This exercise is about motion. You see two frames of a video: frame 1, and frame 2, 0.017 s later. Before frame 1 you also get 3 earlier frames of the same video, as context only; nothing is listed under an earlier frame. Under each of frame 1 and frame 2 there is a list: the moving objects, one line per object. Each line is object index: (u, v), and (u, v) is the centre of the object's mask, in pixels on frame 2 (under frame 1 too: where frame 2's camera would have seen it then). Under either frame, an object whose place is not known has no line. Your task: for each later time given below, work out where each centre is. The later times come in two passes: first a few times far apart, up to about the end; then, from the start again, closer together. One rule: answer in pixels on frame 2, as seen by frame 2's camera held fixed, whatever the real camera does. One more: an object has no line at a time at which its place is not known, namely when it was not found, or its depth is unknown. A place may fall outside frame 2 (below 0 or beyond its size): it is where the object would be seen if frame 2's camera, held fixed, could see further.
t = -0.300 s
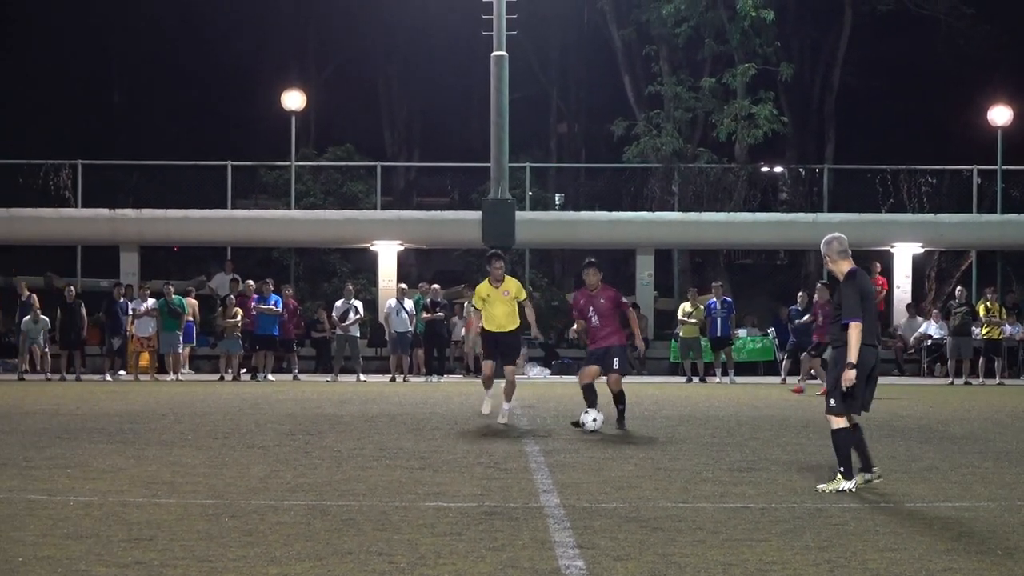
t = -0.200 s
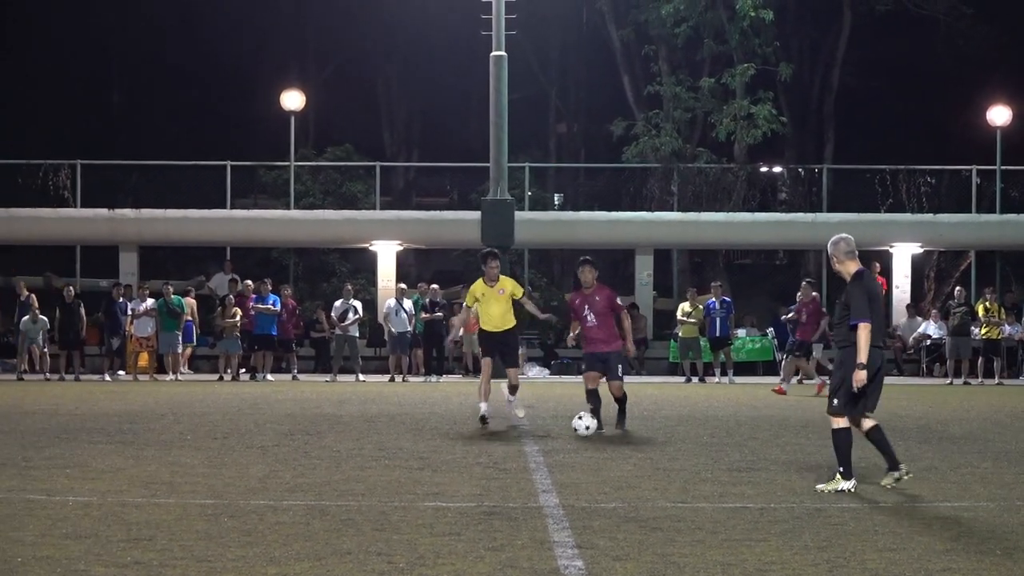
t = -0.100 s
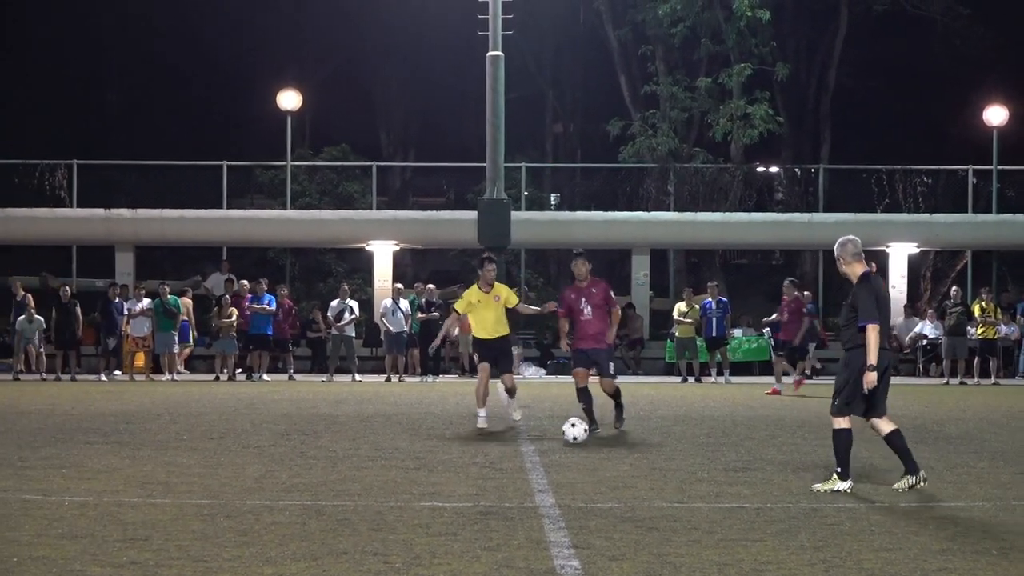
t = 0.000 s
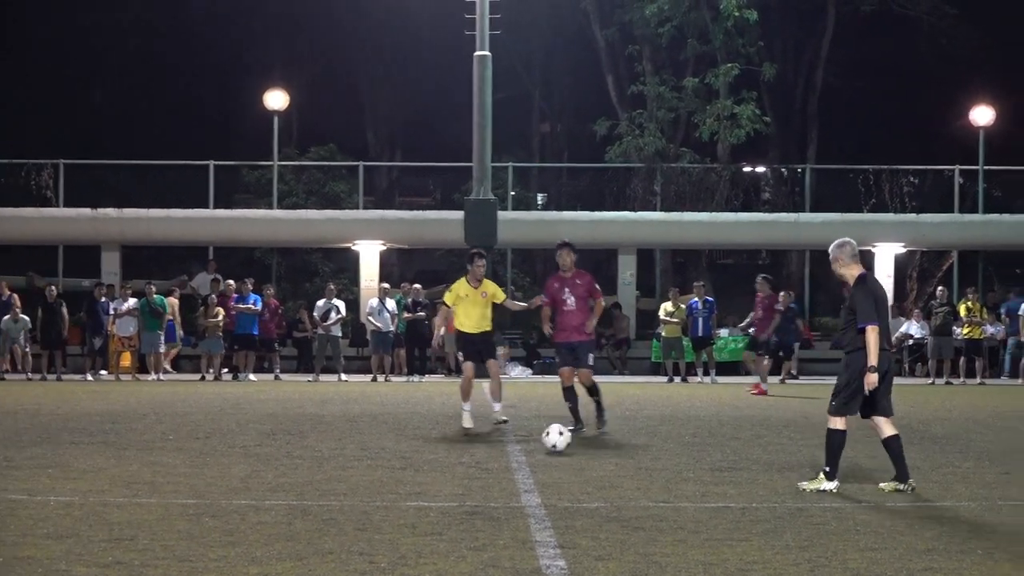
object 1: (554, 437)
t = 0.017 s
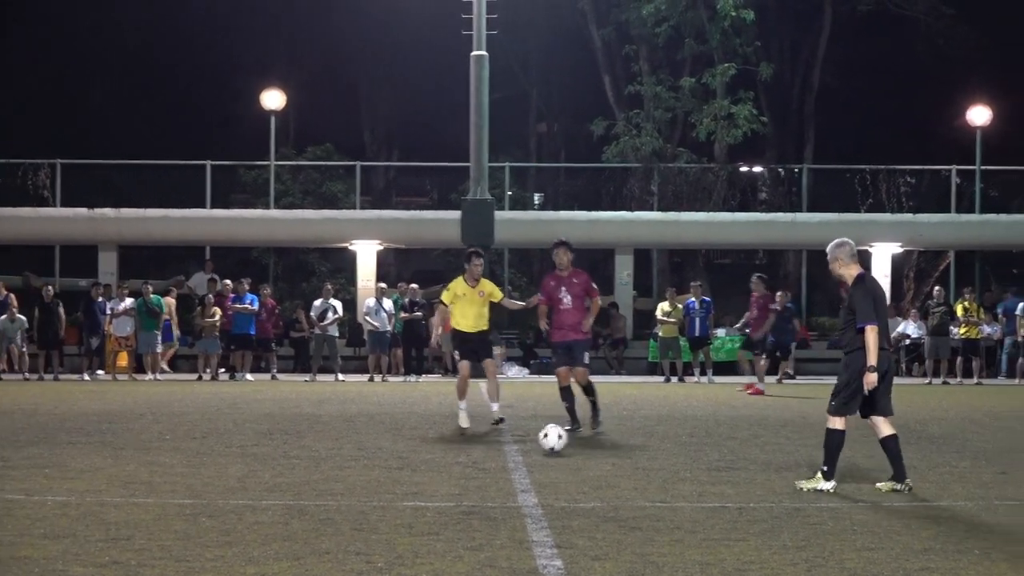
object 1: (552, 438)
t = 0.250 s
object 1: (546, 459)
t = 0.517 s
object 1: (544, 480)
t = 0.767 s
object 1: (545, 511)
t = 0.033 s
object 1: (552, 439)
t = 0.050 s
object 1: (551, 441)
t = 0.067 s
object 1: (550, 442)
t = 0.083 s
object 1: (550, 444)
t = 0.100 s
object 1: (549, 446)
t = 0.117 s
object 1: (548, 449)
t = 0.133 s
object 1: (548, 451)
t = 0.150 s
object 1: (547, 451)
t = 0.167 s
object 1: (547, 452)
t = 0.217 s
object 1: (546, 455)
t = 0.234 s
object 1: (546, 456)
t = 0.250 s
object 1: (546, 459)
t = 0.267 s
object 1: (545, 461)
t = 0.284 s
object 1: (546, 463)
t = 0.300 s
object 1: (546, 462)
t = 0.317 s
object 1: (546, 463)
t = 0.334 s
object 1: (546, 463)
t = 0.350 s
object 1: (546, 464)
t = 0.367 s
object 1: (545, 465)
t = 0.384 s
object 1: (545, 467)
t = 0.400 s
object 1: (545, 469)
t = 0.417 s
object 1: (545, 472)
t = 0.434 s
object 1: (544, 475)
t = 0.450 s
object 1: (544, 478)
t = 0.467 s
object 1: (544, 478)
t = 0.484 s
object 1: (544, 478)
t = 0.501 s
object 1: (544, 479)
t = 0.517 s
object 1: (544, 480)
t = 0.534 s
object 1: (543, 482)
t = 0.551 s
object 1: (544, 484)
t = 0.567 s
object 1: (543, 487)
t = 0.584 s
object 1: (543, 491)
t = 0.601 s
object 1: (543, 493)
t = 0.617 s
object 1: (543, 492)
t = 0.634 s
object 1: (543, 492)
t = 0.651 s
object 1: (543, 492)
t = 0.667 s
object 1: (544, 493)
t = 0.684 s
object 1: (544, 495)
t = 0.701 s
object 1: (544, 497)
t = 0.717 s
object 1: (544, 500)
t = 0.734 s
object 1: (544, 503)
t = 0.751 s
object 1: (545, 506)
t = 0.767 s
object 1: (545, 511)
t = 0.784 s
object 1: (545, 512)
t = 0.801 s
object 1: (546, 512)
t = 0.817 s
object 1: (546, 512)
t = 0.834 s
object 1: (547, 512)
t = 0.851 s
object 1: (548, 514)
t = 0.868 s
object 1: (548, 516)
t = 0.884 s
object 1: (549, 518)
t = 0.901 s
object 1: (550, 521)
